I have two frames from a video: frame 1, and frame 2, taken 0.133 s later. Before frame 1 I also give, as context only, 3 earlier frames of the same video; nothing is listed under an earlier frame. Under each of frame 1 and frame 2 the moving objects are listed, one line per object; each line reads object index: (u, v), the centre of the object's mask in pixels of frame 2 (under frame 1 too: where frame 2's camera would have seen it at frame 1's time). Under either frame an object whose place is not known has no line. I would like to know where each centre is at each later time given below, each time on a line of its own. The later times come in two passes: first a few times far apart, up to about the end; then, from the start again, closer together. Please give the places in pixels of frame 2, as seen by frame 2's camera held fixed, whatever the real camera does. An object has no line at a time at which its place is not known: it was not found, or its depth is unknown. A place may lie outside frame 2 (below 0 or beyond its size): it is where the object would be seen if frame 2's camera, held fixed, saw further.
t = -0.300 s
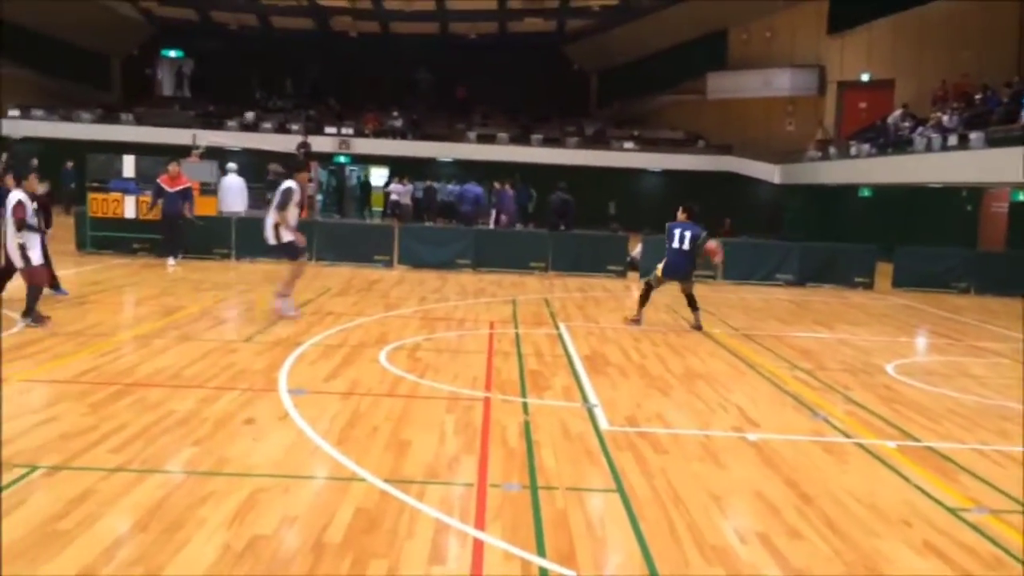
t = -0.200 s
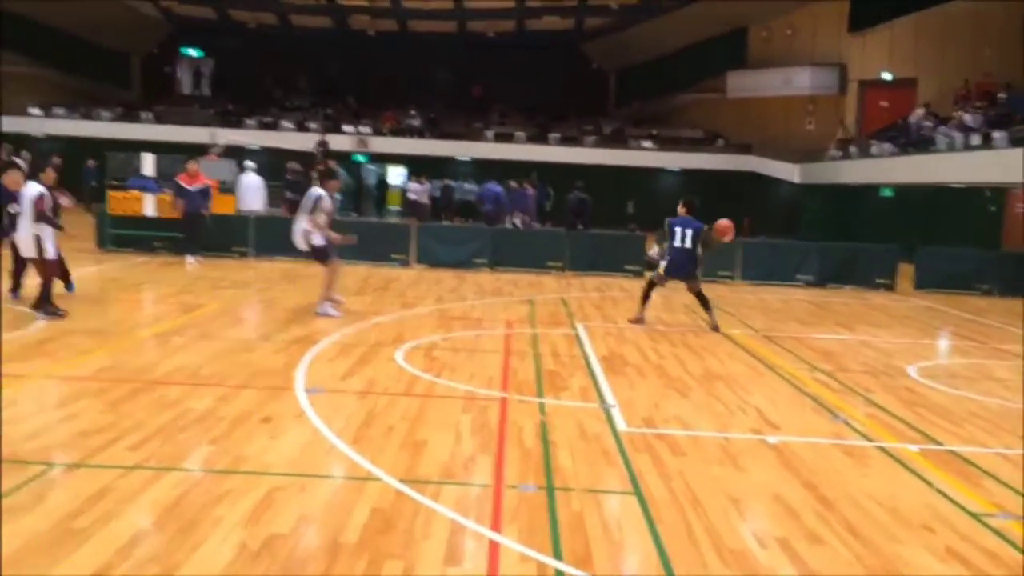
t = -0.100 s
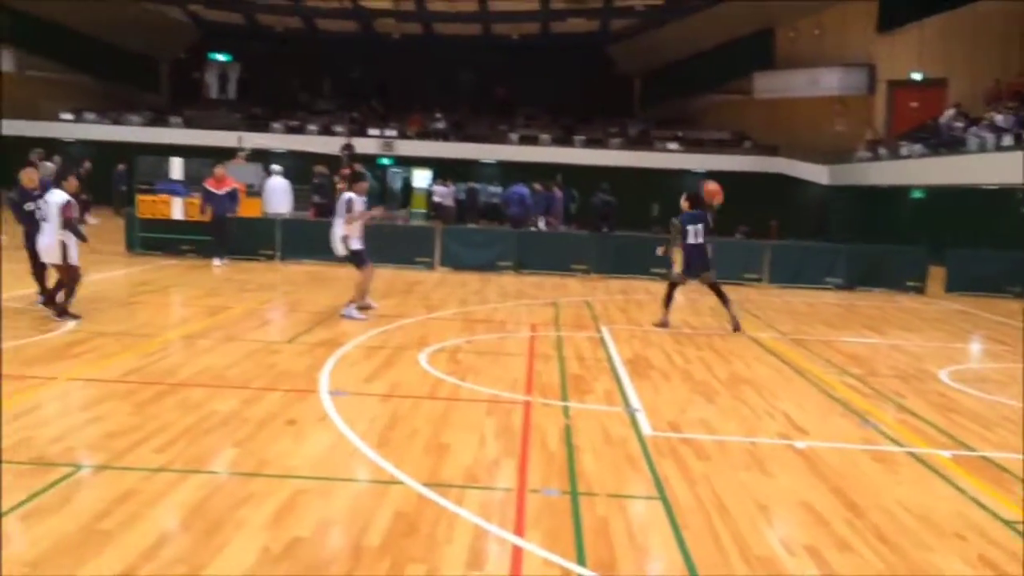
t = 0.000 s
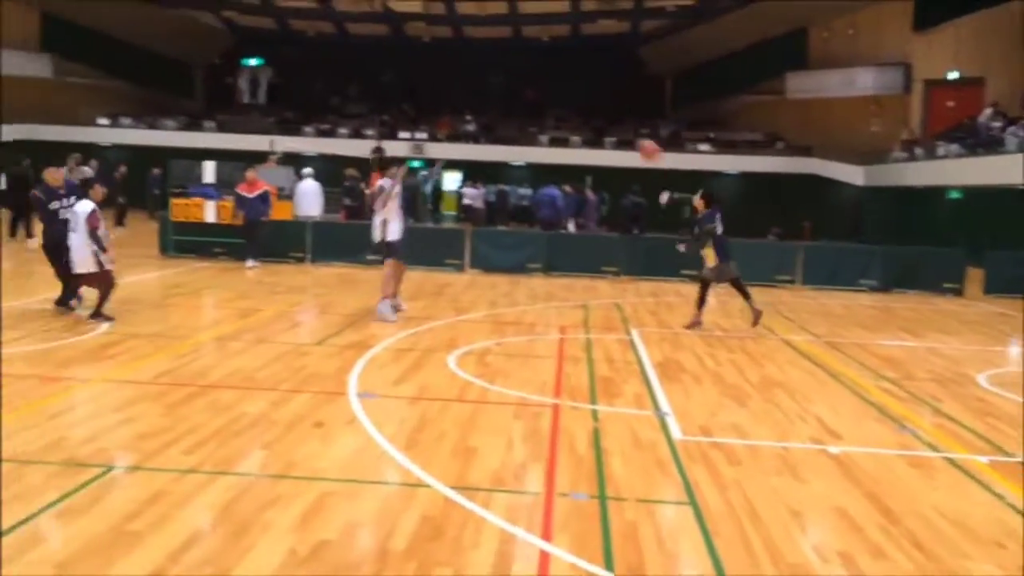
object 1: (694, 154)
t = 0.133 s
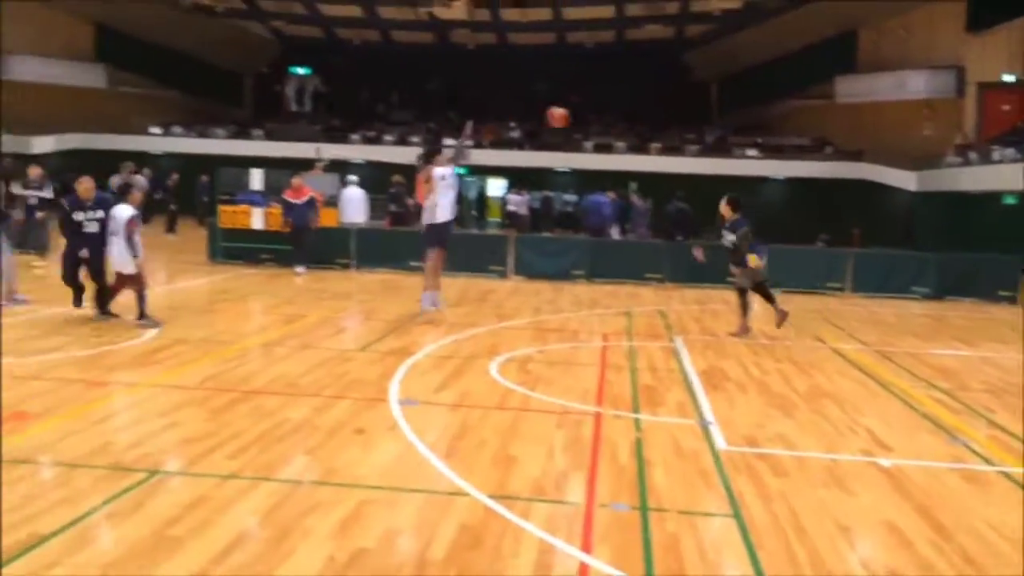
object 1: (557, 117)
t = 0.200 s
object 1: (495, 103)
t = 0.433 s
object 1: (294, 81)
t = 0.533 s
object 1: (222, 81)
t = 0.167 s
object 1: (525, 109)
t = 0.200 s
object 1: (495, 103)
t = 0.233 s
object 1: (465, 97)
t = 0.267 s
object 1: (434, 92)
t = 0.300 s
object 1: (406, 88)
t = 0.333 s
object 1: (379, 85)
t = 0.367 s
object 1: (350, 83)
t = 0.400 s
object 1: (324, 82)
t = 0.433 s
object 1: (294, 81)
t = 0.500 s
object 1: (247, 80)
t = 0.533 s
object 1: (222, 81)
